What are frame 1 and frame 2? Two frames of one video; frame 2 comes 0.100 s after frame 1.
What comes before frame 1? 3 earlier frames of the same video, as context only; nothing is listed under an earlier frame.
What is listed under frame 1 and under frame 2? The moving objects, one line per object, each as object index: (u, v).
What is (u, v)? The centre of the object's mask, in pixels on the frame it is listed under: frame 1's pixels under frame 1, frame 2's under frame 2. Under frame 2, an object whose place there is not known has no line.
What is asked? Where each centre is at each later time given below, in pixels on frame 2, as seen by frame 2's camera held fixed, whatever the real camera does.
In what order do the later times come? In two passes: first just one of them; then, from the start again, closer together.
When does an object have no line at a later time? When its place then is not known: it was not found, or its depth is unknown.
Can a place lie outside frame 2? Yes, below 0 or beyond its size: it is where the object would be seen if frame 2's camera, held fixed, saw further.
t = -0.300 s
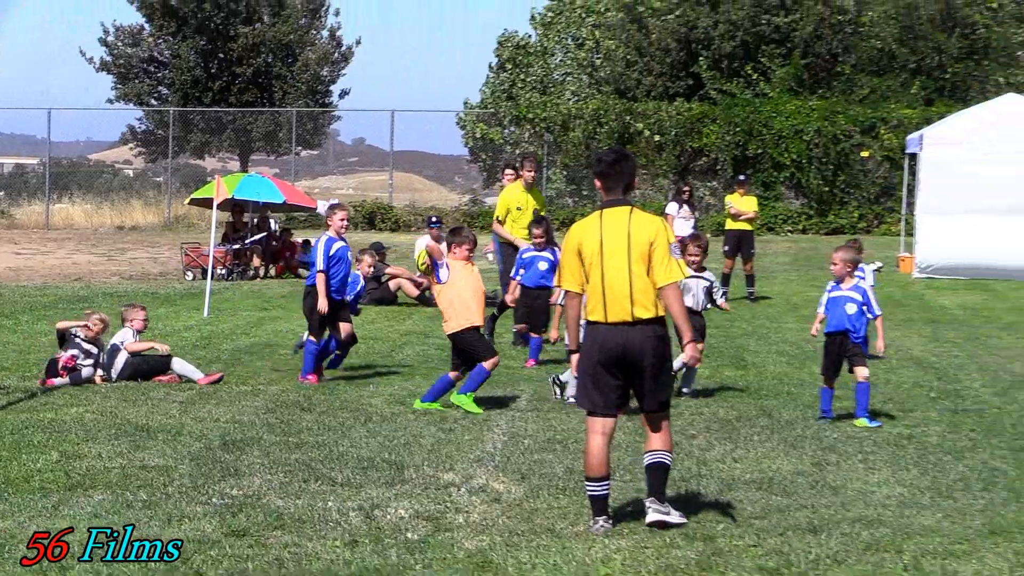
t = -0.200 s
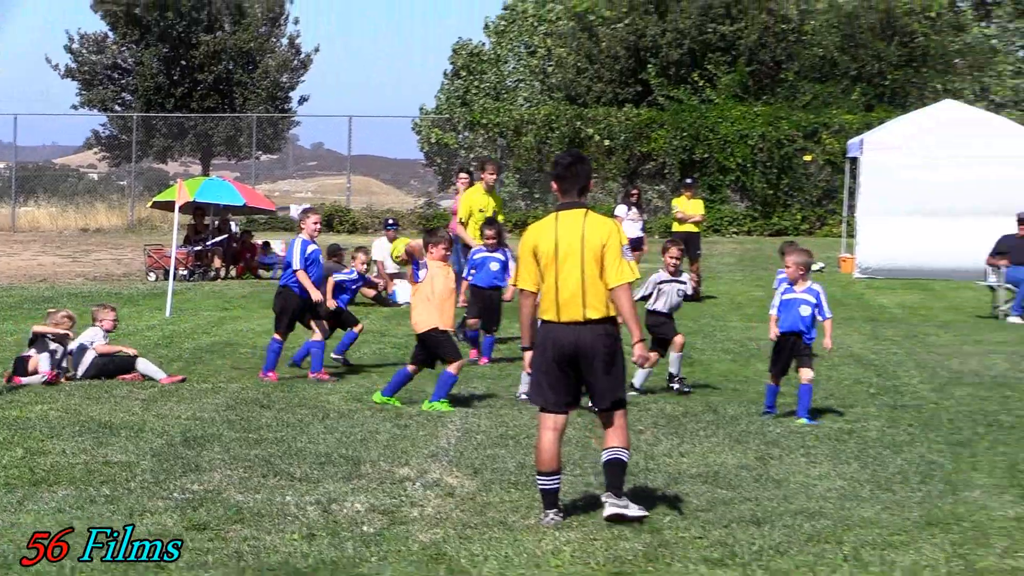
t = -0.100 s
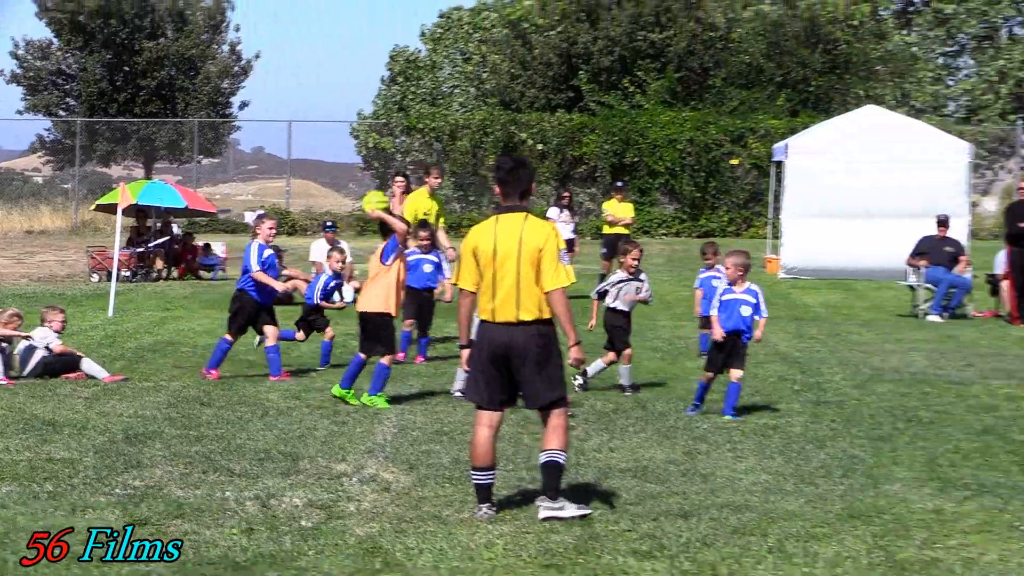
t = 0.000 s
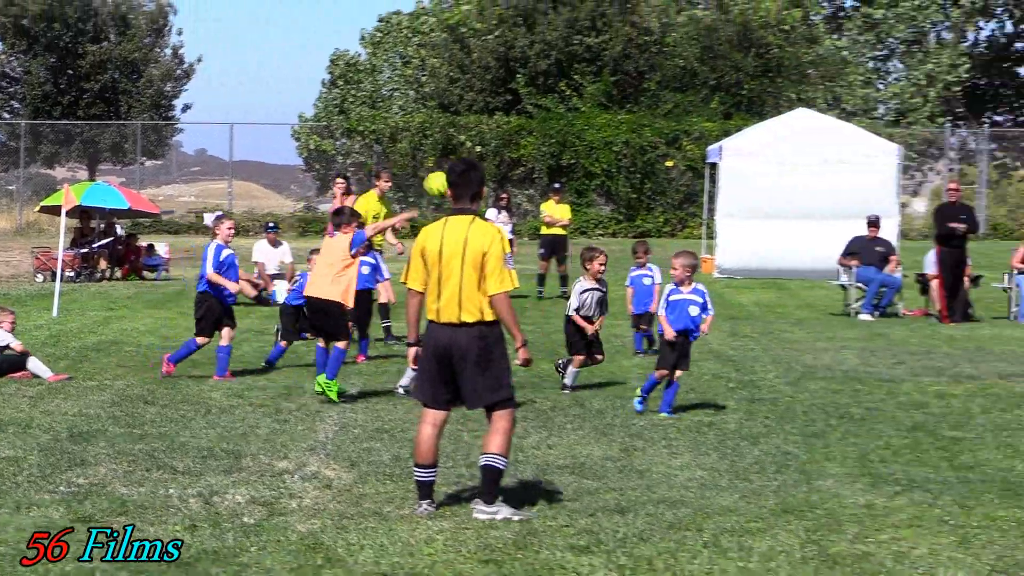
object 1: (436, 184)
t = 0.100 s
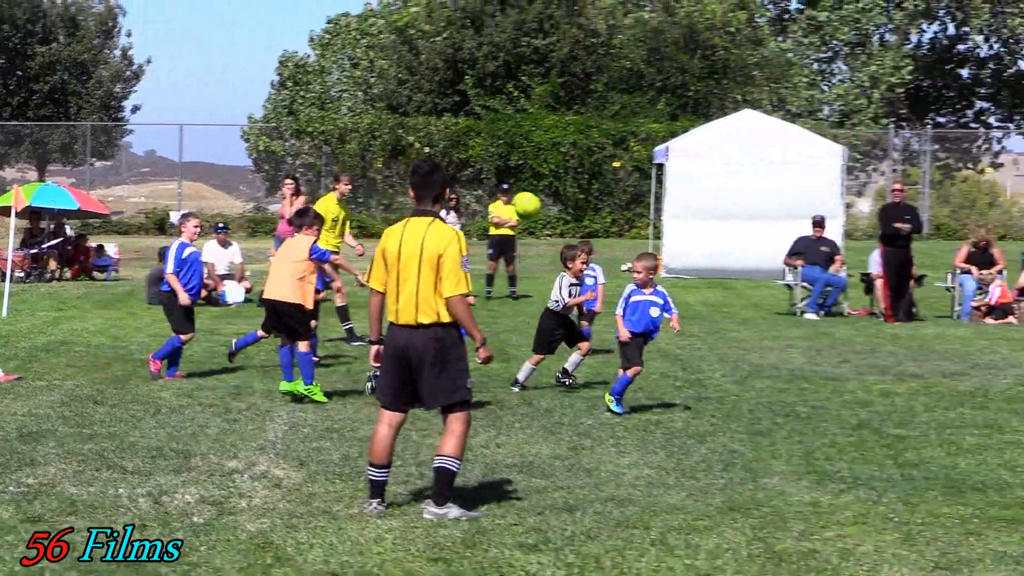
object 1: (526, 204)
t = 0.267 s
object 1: (746, 269)
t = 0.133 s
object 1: (570, 213)
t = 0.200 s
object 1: (658, 239)
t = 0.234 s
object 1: (703, 254)
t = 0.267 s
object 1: (746, 269)
